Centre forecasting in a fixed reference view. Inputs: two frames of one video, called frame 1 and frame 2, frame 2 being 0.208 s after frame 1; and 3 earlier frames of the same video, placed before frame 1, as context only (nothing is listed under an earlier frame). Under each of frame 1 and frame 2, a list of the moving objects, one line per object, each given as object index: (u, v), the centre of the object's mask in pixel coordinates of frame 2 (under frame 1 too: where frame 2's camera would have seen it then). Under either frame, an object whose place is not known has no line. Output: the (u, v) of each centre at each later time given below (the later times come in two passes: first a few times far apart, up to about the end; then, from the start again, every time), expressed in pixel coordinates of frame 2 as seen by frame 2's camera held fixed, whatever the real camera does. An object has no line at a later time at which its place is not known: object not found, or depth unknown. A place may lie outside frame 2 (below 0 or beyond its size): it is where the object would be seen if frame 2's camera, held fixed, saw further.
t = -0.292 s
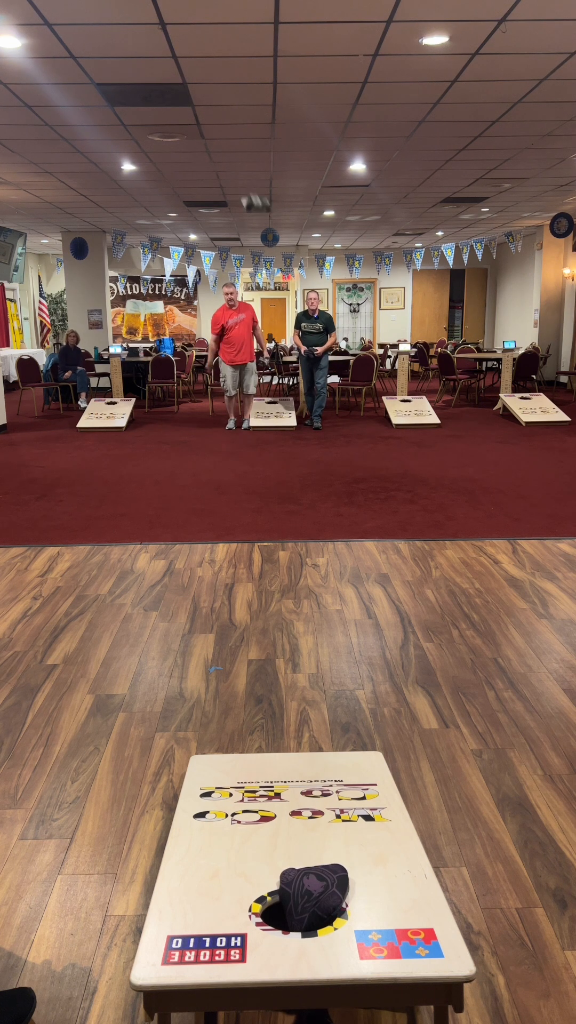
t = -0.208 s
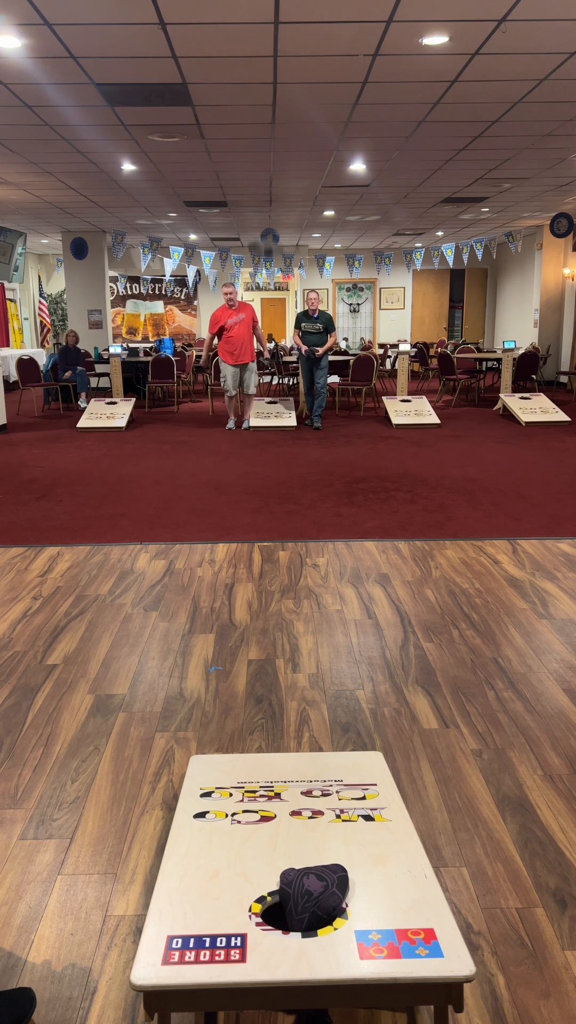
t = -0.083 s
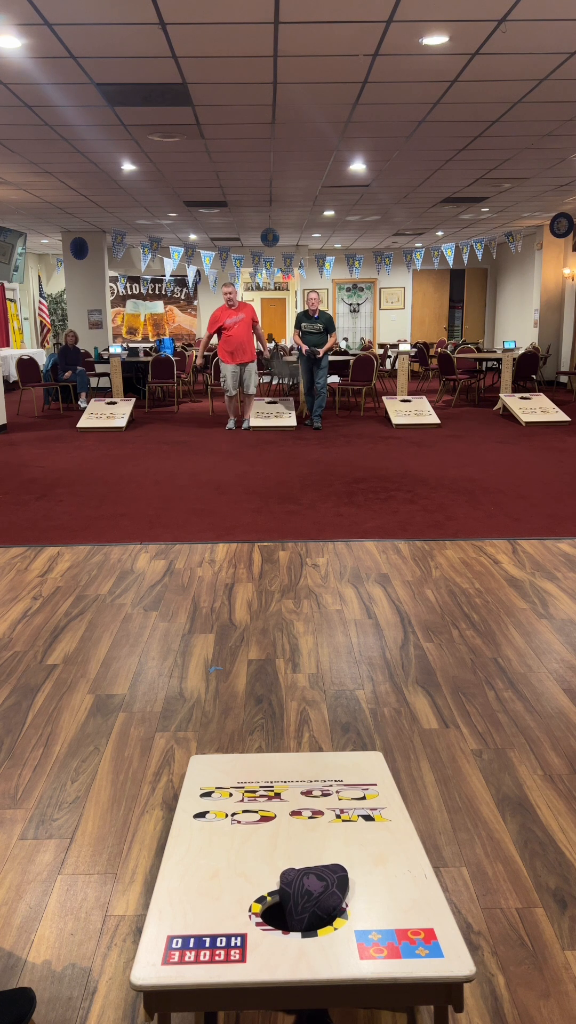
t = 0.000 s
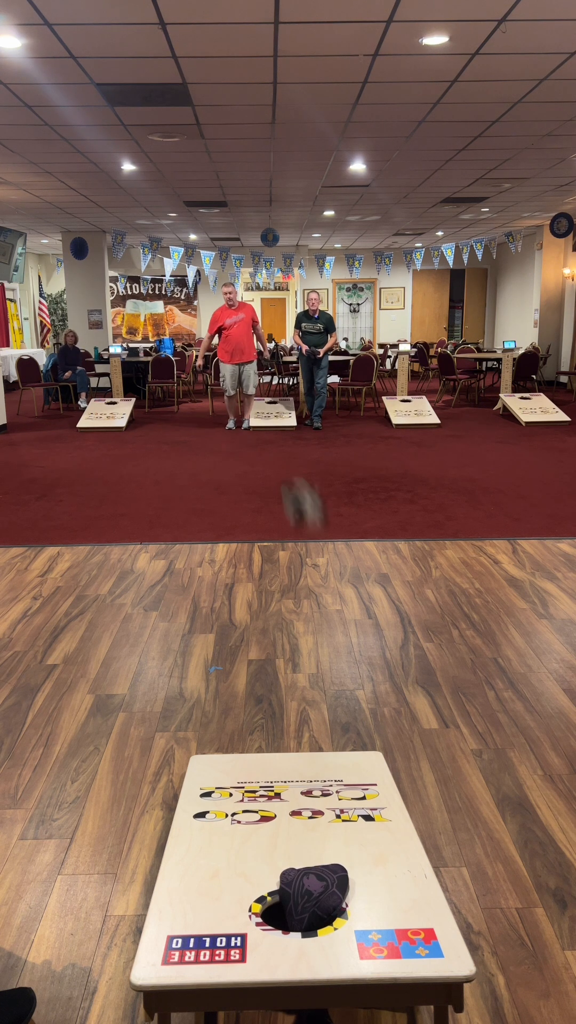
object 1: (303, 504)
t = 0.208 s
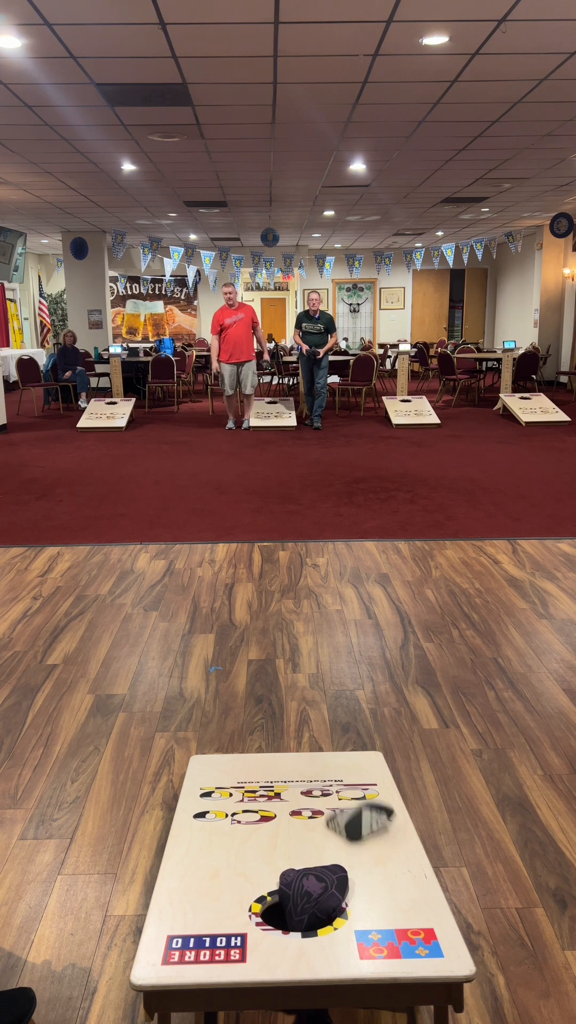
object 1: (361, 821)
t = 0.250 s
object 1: (369, 843)
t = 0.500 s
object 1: (418, 951)
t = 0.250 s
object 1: (369, 843)
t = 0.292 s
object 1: (379, 862)
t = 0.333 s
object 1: (388, 882)
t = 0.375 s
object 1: (396, 900)
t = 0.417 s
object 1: (404, 919)
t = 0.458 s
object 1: (412, 936)
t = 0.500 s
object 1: (418, 951)
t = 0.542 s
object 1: (425, 968)
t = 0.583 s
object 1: (429, 984)
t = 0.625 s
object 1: (434, 992)
